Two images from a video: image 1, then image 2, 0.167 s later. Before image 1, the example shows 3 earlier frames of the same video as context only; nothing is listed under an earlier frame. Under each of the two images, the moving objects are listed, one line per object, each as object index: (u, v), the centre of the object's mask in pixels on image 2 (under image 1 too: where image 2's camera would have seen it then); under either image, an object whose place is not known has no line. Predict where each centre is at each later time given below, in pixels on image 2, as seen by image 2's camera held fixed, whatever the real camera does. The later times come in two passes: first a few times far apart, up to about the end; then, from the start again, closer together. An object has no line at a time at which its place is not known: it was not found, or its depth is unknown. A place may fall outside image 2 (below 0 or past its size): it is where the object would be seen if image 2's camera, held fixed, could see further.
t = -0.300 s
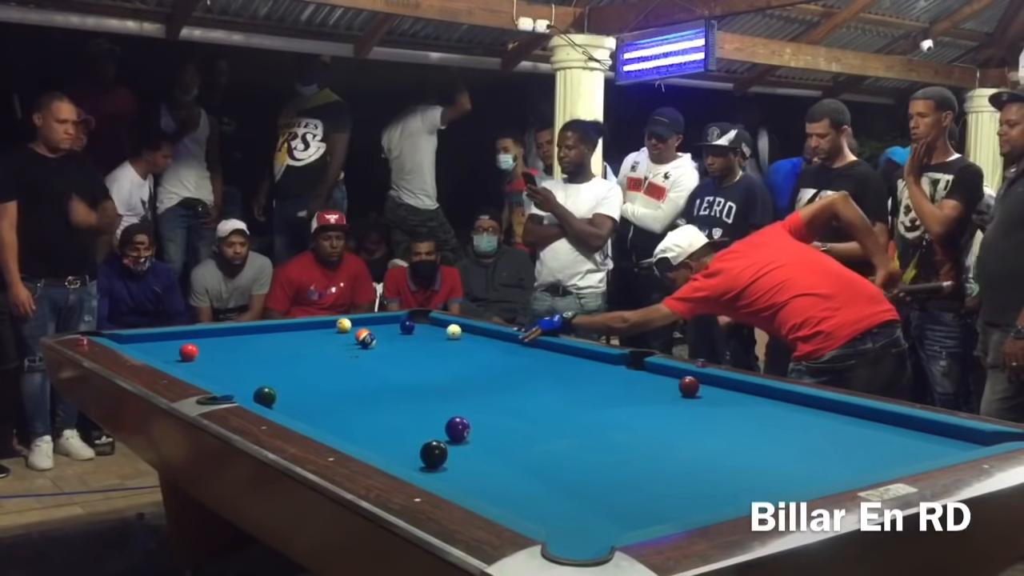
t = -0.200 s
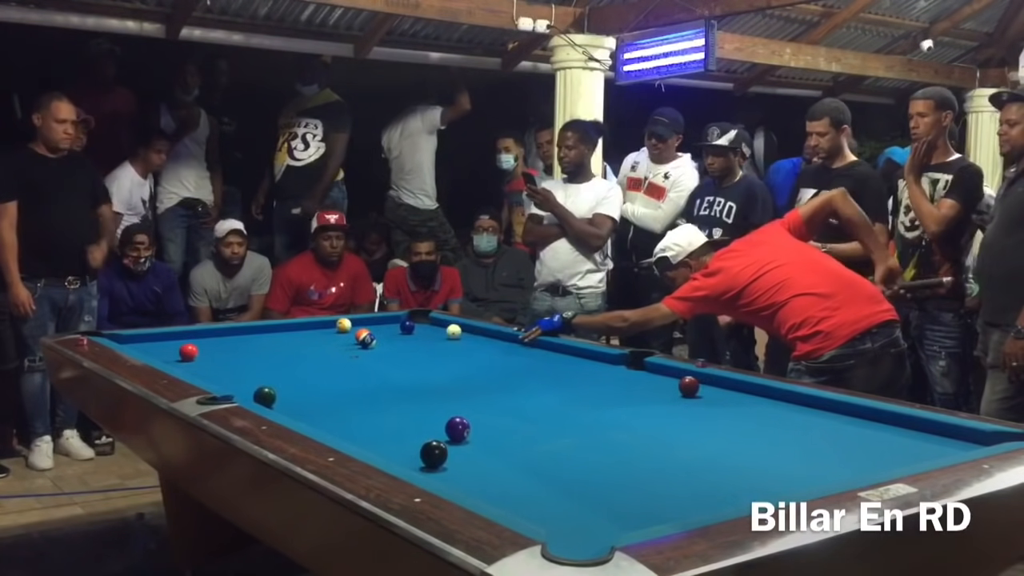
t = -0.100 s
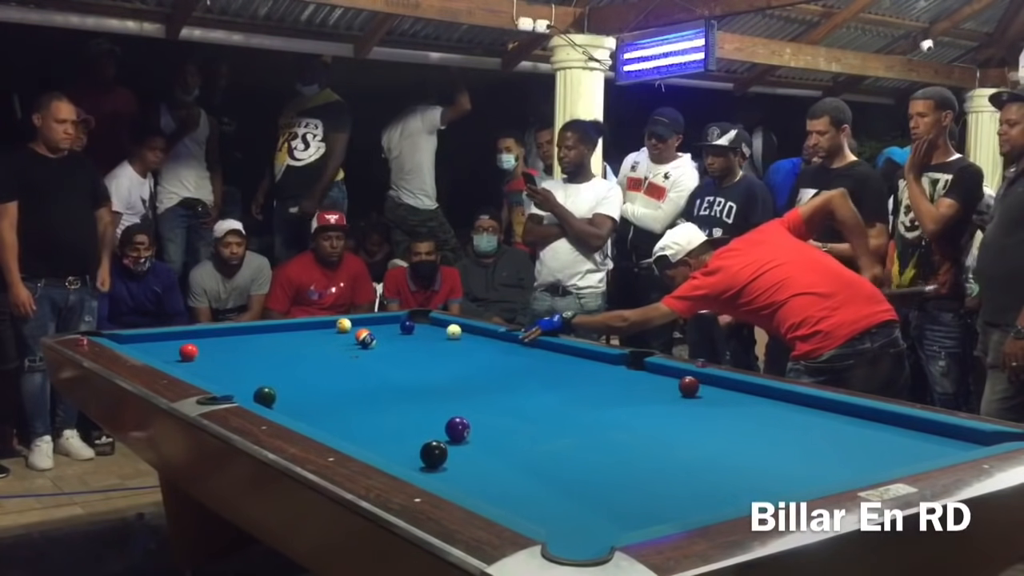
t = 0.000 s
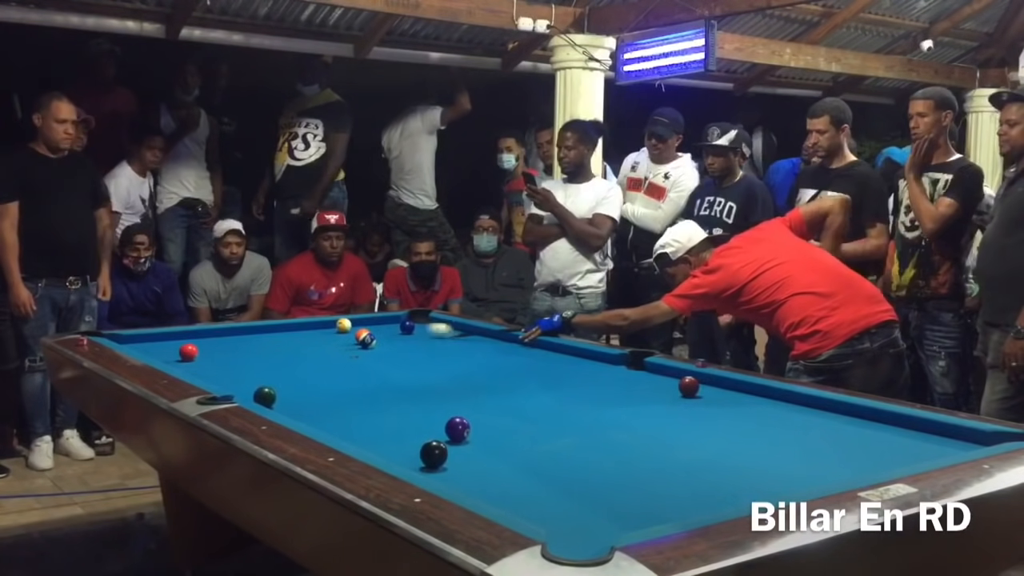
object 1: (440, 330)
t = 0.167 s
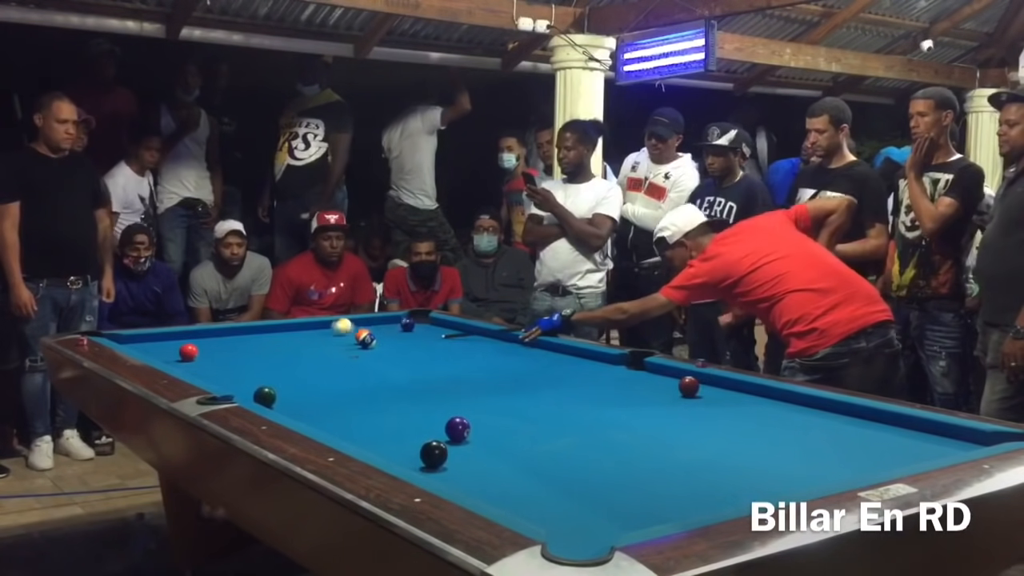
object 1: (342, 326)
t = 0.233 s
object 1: (311, 327)
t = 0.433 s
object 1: (252, 329)
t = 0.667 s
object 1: (221, 335)
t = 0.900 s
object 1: (189, 338)
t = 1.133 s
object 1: (155, 345)
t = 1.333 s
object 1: (140, 347)
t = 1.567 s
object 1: (164, 347)
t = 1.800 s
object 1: (186, 342)
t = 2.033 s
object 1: (207, 345)
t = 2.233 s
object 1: (223, 343)
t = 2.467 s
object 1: (240, 342)
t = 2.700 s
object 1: (255, 341)
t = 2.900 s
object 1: (266, 340)
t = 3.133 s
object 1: (278, 340)
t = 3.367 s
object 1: (288, 339)
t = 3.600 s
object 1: (296, 339)
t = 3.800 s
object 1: (302, 338)
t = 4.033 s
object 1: (308, 338)
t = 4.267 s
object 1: (313, 338)
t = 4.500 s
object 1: (316, 337)
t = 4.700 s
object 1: (318, 337)
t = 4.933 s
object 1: (319, 337)
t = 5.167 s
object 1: (319, 337)
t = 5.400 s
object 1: (319, 337)
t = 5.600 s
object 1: (319, 337)
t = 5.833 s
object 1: (319, 337)
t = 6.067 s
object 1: (319, 337)
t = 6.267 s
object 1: (319, 337)
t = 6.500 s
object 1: (319, 337)
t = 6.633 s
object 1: (319, 337)
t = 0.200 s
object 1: (325, 328)
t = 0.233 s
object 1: (311, 327)
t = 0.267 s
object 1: (296, 327)
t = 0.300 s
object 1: (282, 327)
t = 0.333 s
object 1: (270, 327)
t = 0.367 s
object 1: (261, 328)
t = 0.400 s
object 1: (257, 329)
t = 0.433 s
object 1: (252, 329)
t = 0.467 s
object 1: (248, 330)
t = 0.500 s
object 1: (244, 331)
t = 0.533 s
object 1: (239, 332)
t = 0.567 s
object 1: (235, 332)
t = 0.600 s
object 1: (230, 333)
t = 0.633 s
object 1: (226, 334)
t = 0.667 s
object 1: (221, 335)
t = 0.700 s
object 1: (217, 335)
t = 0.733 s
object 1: (212, 336)
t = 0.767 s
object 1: (208, 337)
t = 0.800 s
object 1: (203, 338)
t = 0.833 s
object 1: (199, 338)
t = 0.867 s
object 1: (194, 338)
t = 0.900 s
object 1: (189, 338)
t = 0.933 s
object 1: (184, 339)
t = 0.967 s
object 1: (179, 341)
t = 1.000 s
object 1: (174, 342)
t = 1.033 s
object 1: (170, 343)
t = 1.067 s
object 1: (165, 344)
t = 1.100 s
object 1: (160, 345)
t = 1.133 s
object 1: (155, 345)
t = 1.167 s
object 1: (150, 346)
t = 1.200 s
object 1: (146, 346)
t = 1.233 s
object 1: (141, 347)
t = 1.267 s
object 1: (136, 347)
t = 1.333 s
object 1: (140, 347)
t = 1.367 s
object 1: (144, 347)
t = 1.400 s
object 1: (147, 347)
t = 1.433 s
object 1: (151, 347)
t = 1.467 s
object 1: (154, 348)
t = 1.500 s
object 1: (157, 348)
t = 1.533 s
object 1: (161, 347)
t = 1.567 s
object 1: (164, 347)
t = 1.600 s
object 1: (168, 347)
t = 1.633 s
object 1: (171, 347)
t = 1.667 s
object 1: (173, 346)
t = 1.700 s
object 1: (176, 345)
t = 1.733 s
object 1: (178, 344)
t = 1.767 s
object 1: (182, 343)
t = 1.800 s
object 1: (186, 342)
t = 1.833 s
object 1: (190, 342)
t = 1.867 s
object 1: (194, 342)
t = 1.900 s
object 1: (197, 343)
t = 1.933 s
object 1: (200, 344)
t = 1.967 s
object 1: (202, 344)
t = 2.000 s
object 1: (205, 345)
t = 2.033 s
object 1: (207, 345)
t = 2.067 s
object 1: (210, 344)
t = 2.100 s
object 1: (213, 344)
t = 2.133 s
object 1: (215, 344)
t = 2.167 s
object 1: (218, 344)
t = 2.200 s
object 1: (221, 344)
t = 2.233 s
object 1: (223, 343)
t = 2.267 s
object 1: (225, 343)
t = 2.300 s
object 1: (228, 343)
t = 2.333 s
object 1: (230, 343)
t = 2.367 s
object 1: (233, 343)
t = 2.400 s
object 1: (235, 343)
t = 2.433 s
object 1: (238, 342)
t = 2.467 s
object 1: (240, 342)
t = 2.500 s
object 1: (242, 342)
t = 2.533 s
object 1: (244, 342)
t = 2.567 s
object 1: (246, 342)
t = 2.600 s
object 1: (249, 342)
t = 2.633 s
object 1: (251, 342)
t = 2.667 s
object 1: (253, 342)
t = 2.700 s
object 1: (255, 341)
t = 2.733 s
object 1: (257, 341)
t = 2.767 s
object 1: (258, 341)
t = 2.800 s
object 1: (261, 341)
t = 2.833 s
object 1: (262, 341)
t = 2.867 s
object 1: (264, 341)
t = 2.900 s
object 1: (266, 340)
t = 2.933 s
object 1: (268, 340)
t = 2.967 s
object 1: (269, 340)
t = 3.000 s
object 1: (271, 340)
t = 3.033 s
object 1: (273, 340)
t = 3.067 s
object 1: (275, 340)
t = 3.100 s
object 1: (276, 340)
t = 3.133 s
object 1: (278, 340)
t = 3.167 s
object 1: (279, 340)
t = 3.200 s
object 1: (280, 340)
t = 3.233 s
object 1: (282, 340)
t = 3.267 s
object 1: (283, 339)
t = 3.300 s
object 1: (285, 340)
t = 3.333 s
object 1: (286, 339)
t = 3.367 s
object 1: (288, 339)
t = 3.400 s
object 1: (289, 339)
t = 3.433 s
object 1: (290, 339)
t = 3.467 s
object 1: (292, 339)
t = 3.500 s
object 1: (293, 339)
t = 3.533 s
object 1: (294, 339)
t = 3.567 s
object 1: (295, 339)
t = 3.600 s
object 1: (296, 339)
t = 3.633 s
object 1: (297, 339)
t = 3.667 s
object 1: (298, 338)
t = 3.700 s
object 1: (299, 339)
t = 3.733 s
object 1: (300, 338)
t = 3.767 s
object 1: (301, 338)
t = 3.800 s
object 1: (302, 338)
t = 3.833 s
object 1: (303, 338)
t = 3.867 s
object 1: (304, 338)
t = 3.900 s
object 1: (304, 338)
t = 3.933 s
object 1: (305, 338)
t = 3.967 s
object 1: (306, 338)
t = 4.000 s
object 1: (307, 338)
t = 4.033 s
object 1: (308, 338)
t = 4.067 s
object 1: (309, 338)
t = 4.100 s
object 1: (309, 338)
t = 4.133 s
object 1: (310, 338)
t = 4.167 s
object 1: (311, 338)
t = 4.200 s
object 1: (311, 338)
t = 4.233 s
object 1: (312, 338)
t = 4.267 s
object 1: (313, 338)
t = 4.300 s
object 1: (313, 338)
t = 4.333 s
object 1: (314, 338)
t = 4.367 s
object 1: (314, 338)
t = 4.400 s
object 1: (315, 337)
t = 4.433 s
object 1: (315, 338)
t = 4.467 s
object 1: (316, 337)
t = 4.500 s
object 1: (316, 337)
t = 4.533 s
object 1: (317, 338)
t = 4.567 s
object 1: (317, 338)
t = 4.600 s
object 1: (317, 337)
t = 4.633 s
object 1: (318, 337)
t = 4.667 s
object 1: (318, 337)
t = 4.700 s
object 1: (318, 337)
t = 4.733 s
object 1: (318, 337)
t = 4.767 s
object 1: (319, 337)
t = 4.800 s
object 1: (319, 337)
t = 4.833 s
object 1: (319, 337)
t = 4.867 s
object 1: (319, 337)
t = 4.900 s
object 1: (319, 337)
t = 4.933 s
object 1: (319, 337)
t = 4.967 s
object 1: (319, 337)
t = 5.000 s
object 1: (319, 337)
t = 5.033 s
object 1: (319, 337)
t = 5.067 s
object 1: (319, 337)
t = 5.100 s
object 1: (319, 337)
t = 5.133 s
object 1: (319, 337)
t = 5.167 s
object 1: (319, 337)
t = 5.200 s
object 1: (319, 337)
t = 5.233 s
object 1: (319, 337)
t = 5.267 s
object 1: (319, 337)
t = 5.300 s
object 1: (319, 337)
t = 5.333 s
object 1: (319, 337)
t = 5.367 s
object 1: (319, 337)
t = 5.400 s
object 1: (319, 337)
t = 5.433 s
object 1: (319, 337)
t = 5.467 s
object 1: (319, 337)
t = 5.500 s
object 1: (319, 337)
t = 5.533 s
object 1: (319, 337)
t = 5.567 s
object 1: (319, 337)
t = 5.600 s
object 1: (319, 337)
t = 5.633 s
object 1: (319, 337)
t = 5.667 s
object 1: (319, 337)
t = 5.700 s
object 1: (319, 337)
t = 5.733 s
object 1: (319, 337)
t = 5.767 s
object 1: (319, 337)
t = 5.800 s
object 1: (319, 337)
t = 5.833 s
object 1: (319, 337)
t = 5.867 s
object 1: (319, 337)
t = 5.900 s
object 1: (319, 337)
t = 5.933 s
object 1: (319, 337)
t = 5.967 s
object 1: (319, 337)
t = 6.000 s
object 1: (319, 337)
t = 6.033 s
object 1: (319, 337)
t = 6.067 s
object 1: (319, 337)
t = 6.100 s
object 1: (319, 337)
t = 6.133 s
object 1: (319, 337)
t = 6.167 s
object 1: (319, 337)
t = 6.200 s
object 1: (319, 337)
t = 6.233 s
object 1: (319, 337)
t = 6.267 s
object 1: (319, 337)
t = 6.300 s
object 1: (319, 337)
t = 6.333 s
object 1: (319, 337)
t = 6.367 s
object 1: (319, 337)
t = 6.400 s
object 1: (319, 337)
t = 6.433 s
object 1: (319, 337)
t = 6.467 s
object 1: (319, 337)
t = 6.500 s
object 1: (319, 337)
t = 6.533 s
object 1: (319, 337)
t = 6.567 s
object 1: (319, 337)
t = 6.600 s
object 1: (319, 337)
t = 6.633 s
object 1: (319, 337)
